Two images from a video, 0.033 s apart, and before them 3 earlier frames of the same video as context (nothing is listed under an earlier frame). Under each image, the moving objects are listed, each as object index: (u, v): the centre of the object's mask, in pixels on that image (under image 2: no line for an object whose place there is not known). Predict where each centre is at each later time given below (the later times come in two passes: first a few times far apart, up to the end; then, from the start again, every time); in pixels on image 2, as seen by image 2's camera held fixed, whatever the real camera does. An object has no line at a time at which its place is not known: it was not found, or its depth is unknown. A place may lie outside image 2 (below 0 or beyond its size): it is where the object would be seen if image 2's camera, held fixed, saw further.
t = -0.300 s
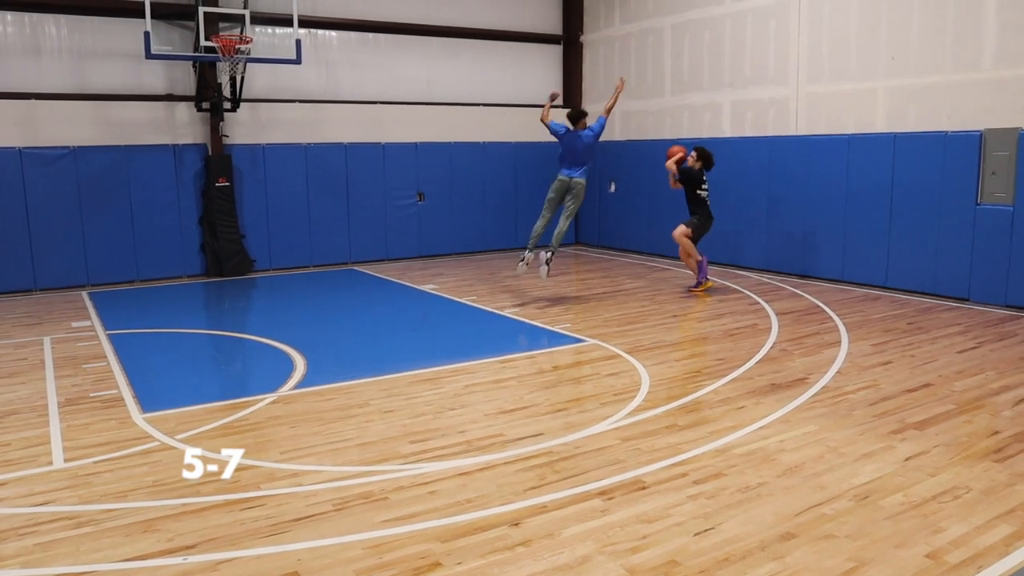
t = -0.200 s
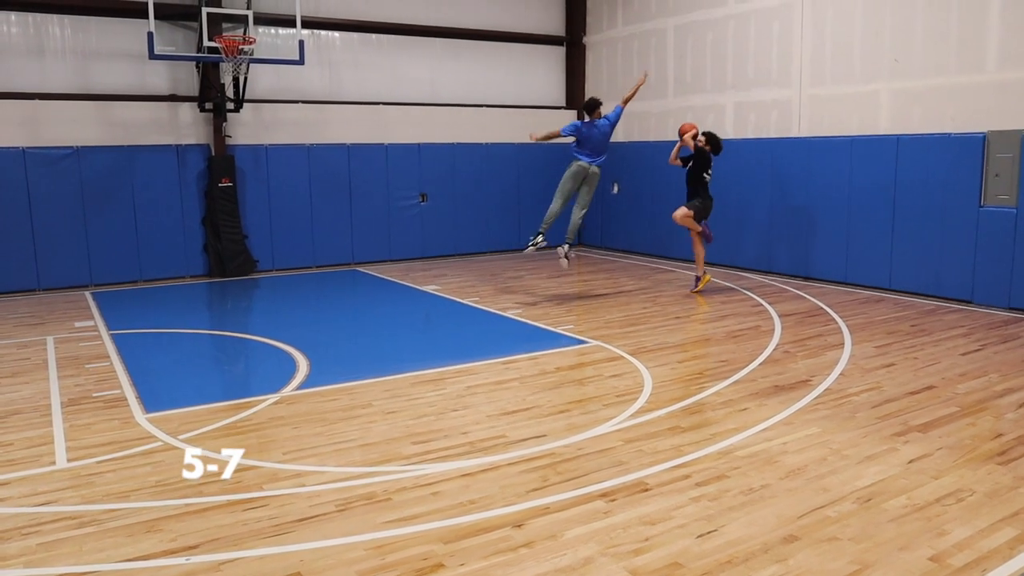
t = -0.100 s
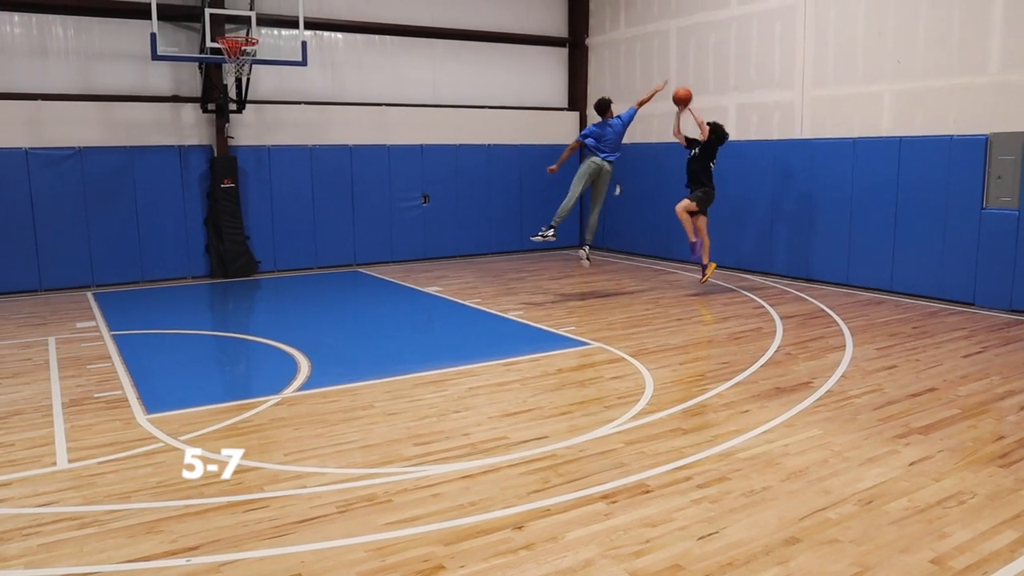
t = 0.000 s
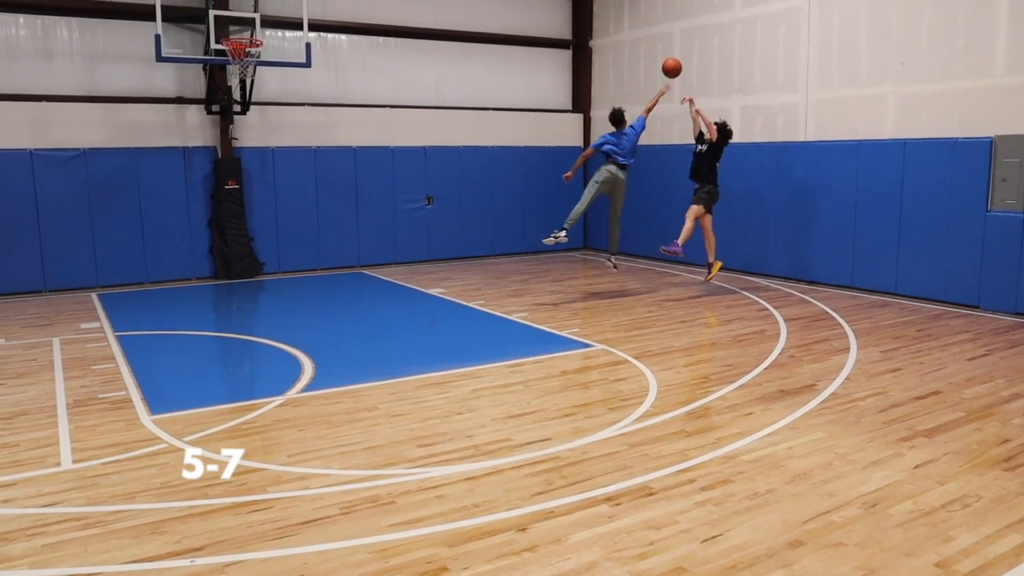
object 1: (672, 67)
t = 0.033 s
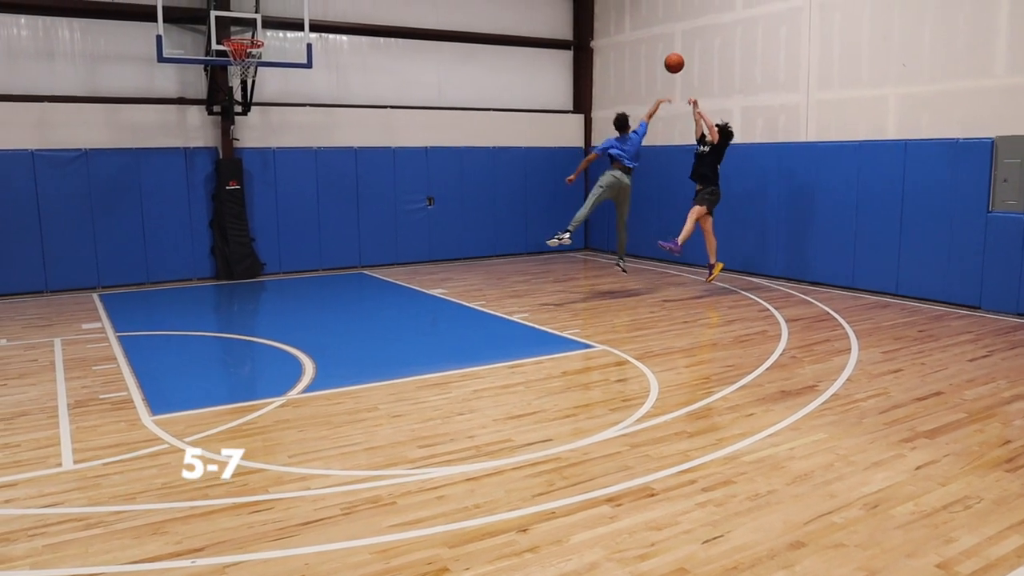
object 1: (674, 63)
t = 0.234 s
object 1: (681, 50)
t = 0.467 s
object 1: (688, 75)
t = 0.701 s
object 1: (694, 135)
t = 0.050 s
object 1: (675, 60)
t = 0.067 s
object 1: (675, 58)
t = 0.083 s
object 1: (676, 57)
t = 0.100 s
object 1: (677, 55)
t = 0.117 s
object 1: (677, 54)
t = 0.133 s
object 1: (678, 53)
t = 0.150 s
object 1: (678, 52)
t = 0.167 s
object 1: (679, 51)
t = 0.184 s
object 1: (680, 51)
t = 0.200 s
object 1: (680, 50)
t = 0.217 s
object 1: (681, 50)
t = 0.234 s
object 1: (681, 50)
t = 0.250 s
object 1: (682, 51)
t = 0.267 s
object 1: (682, 52)
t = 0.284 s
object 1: (683, 52)
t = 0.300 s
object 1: (683, 54)
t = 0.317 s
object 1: (684, 55)
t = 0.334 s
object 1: (685, 56)
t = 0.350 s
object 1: (685, 58)
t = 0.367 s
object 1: (686, 60)
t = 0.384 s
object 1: (686, 62)
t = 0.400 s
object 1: (686, 64)
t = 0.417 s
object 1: (687, 67)
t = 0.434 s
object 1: (687, 69)
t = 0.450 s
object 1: (688, 72)
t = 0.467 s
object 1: (688, 75)
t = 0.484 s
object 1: (689, 79)
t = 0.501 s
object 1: (689, 82)
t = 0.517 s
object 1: (690, 85)
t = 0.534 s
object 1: (690, 89)
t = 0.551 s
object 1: (691, 93)
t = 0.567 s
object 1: (691, 97)
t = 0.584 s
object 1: (691, 101)
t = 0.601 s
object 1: (692, 106)
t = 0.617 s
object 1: (692, 110)
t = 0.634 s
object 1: (692, 115)
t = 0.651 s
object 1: (693, 120)
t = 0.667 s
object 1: (693, 125)
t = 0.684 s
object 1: (694, 130)
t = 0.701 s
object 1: (694, 135)
